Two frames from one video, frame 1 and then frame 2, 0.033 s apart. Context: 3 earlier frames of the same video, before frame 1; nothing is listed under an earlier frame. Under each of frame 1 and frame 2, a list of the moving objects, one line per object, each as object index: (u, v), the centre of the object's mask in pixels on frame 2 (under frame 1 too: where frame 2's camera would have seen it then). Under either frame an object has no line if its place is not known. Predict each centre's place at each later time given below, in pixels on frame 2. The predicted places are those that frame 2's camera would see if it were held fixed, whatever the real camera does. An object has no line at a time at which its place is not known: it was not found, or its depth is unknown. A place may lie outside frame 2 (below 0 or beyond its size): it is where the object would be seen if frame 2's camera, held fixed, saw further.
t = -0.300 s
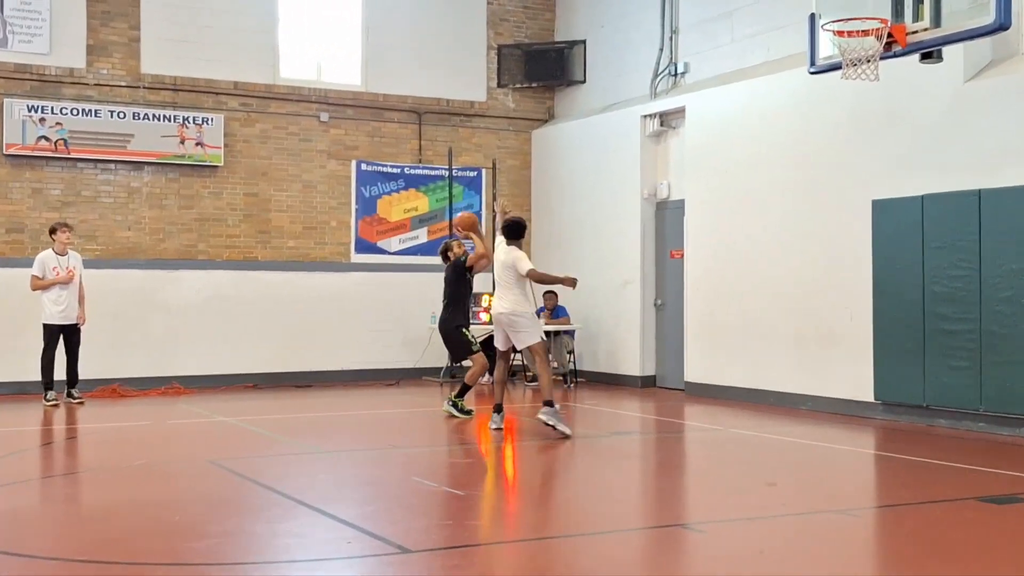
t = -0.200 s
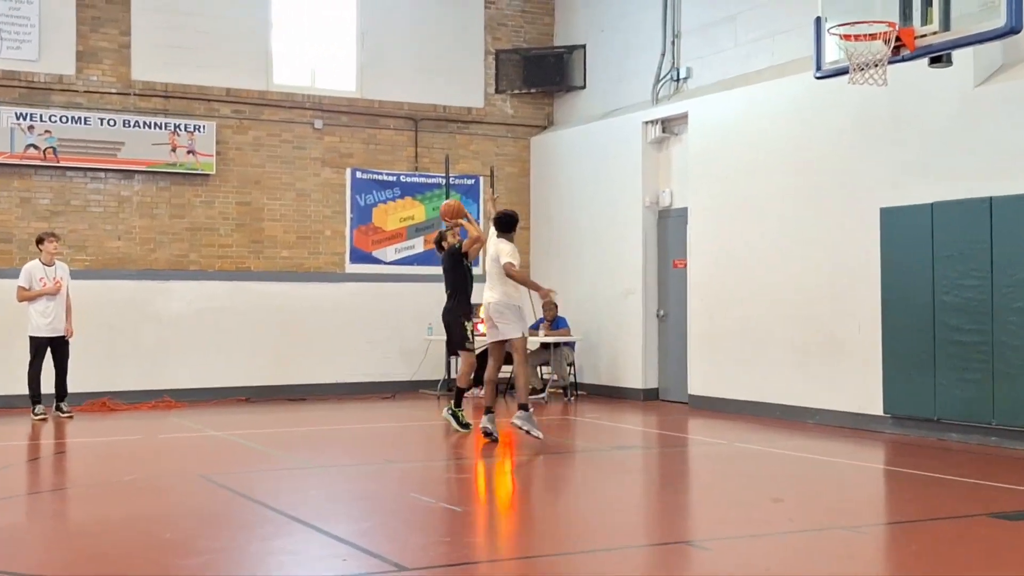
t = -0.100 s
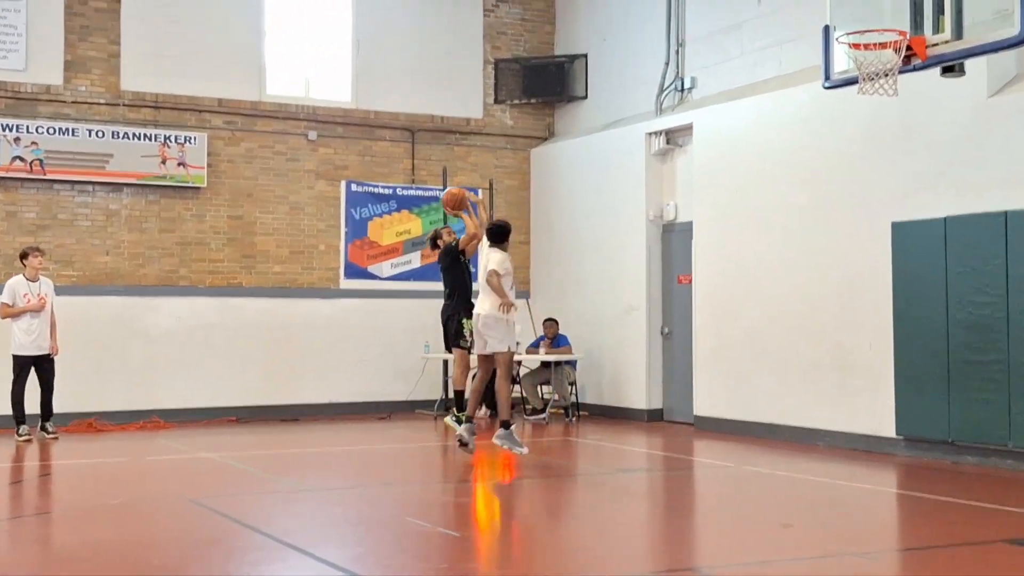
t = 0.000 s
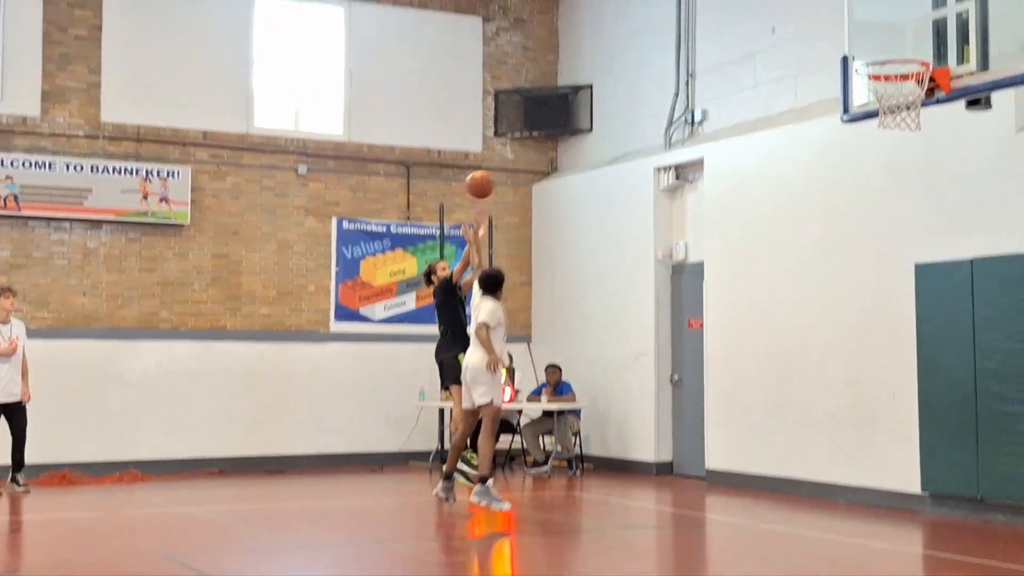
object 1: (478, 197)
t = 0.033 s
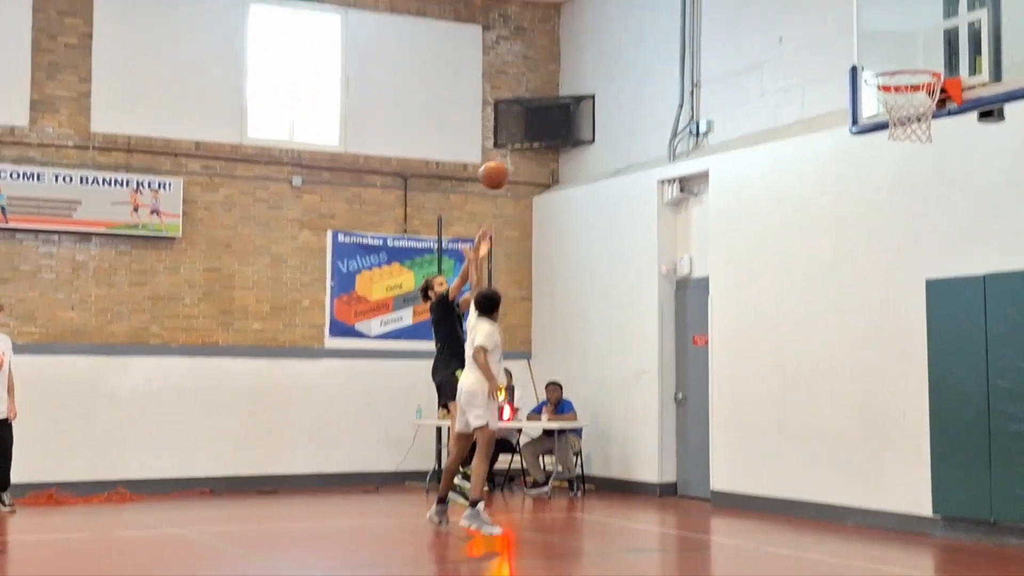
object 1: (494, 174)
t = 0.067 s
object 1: (509, 153)
